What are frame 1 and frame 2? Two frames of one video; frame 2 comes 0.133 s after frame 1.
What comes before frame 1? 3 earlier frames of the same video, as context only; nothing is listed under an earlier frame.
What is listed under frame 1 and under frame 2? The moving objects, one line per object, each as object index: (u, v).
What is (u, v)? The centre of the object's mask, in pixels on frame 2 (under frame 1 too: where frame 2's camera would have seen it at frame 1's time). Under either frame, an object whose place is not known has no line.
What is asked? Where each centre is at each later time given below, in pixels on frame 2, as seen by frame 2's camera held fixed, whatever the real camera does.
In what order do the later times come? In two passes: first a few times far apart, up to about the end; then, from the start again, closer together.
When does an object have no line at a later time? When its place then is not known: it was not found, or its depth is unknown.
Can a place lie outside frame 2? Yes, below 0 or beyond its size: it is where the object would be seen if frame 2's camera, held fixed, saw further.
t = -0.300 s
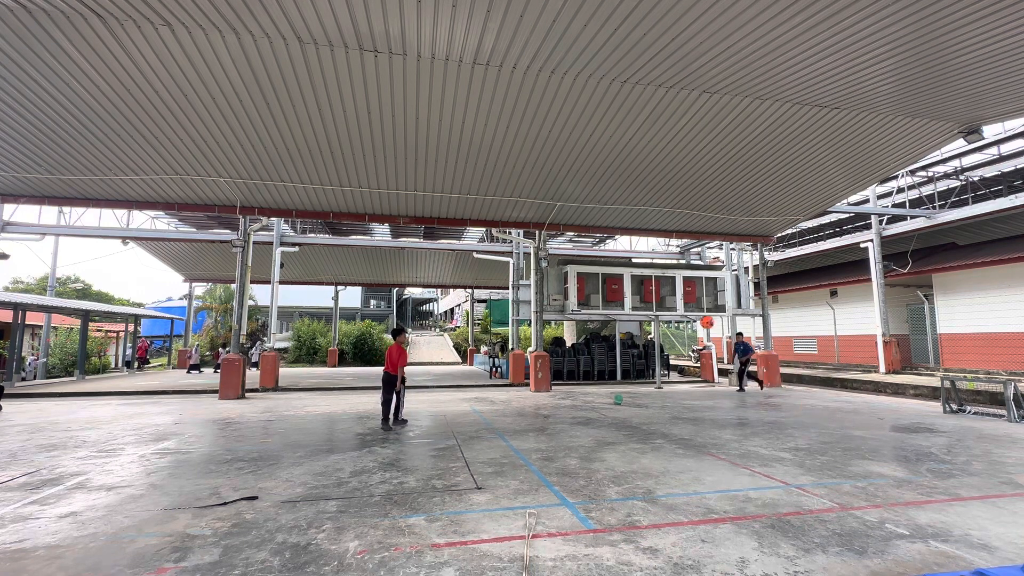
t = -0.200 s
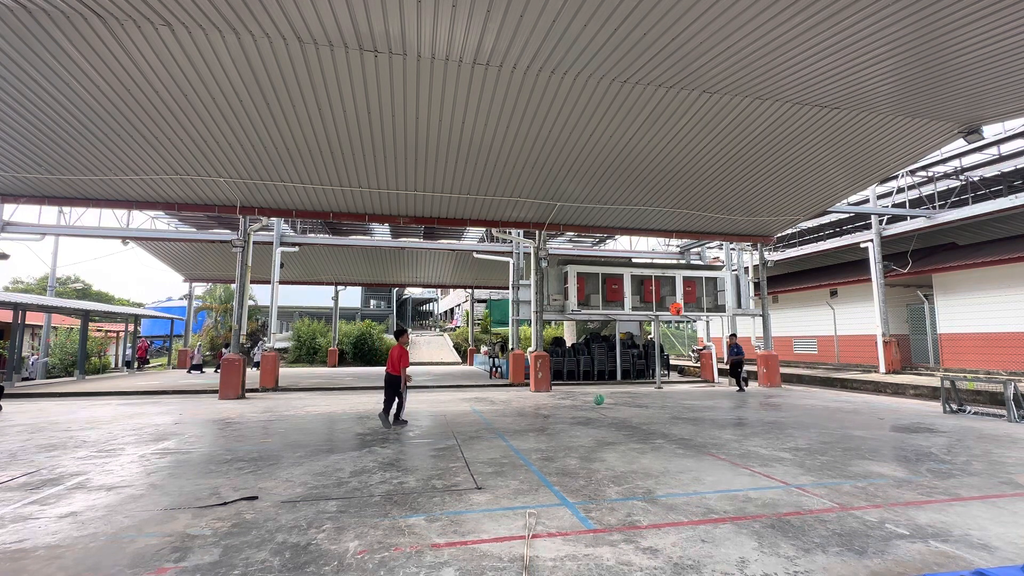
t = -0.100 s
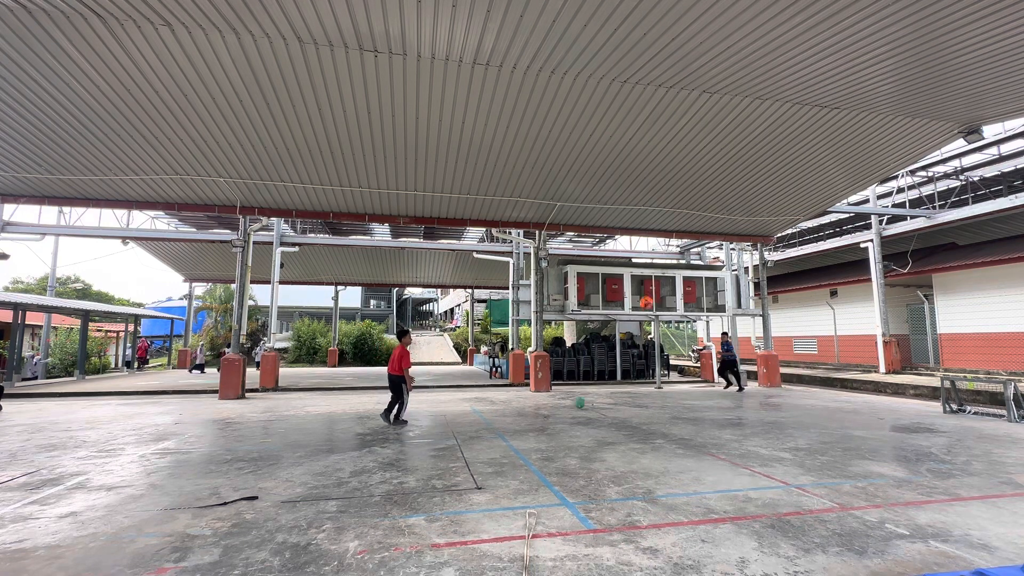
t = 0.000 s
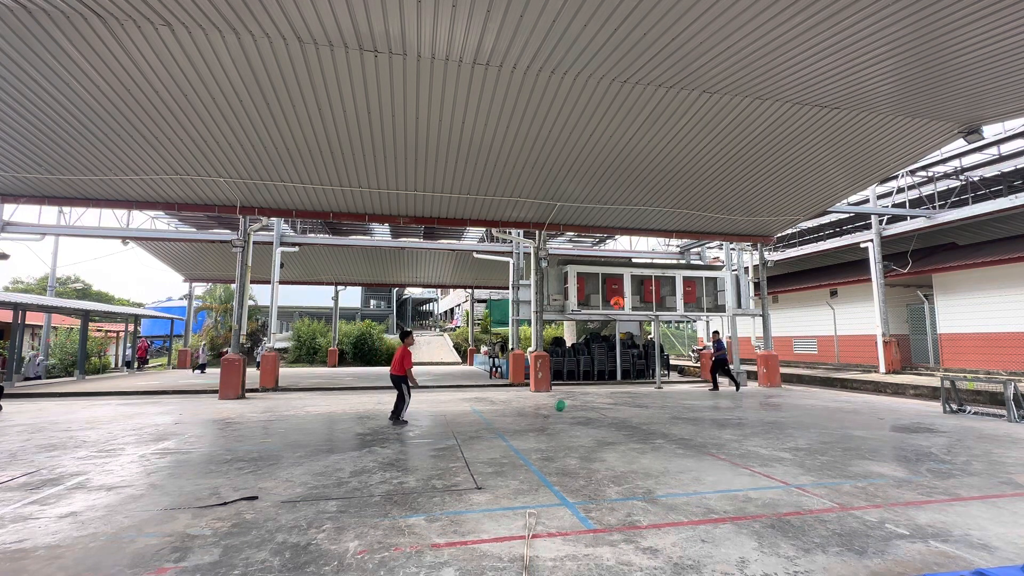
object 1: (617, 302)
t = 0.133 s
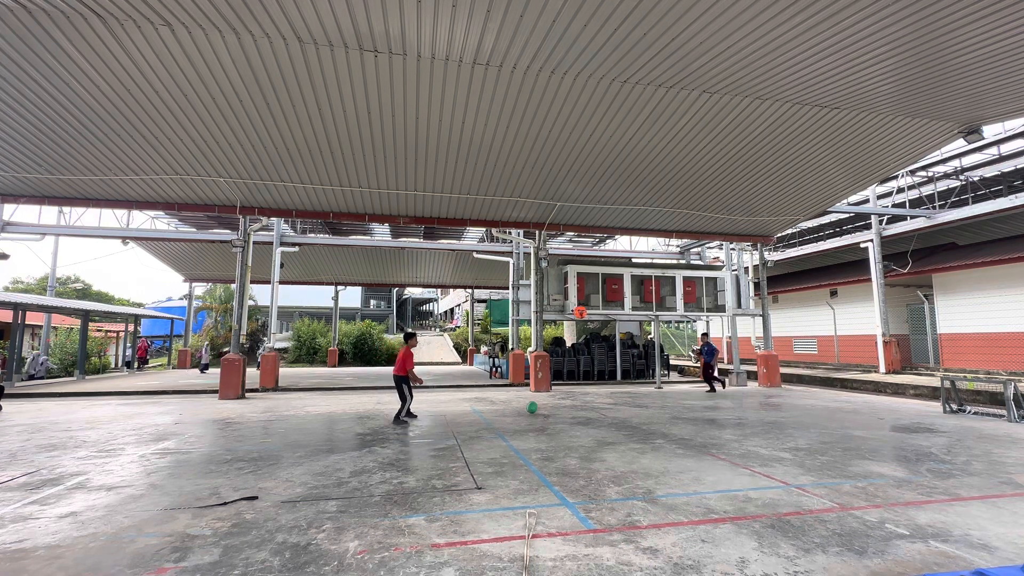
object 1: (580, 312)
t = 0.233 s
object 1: (553, 327)
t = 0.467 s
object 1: (492, 383)
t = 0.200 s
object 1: (562, 321)
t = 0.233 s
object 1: (553, 327)
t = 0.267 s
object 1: (544, 333)
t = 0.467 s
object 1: (492, 383)
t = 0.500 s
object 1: (484, 394)
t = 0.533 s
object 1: (476, 405)
